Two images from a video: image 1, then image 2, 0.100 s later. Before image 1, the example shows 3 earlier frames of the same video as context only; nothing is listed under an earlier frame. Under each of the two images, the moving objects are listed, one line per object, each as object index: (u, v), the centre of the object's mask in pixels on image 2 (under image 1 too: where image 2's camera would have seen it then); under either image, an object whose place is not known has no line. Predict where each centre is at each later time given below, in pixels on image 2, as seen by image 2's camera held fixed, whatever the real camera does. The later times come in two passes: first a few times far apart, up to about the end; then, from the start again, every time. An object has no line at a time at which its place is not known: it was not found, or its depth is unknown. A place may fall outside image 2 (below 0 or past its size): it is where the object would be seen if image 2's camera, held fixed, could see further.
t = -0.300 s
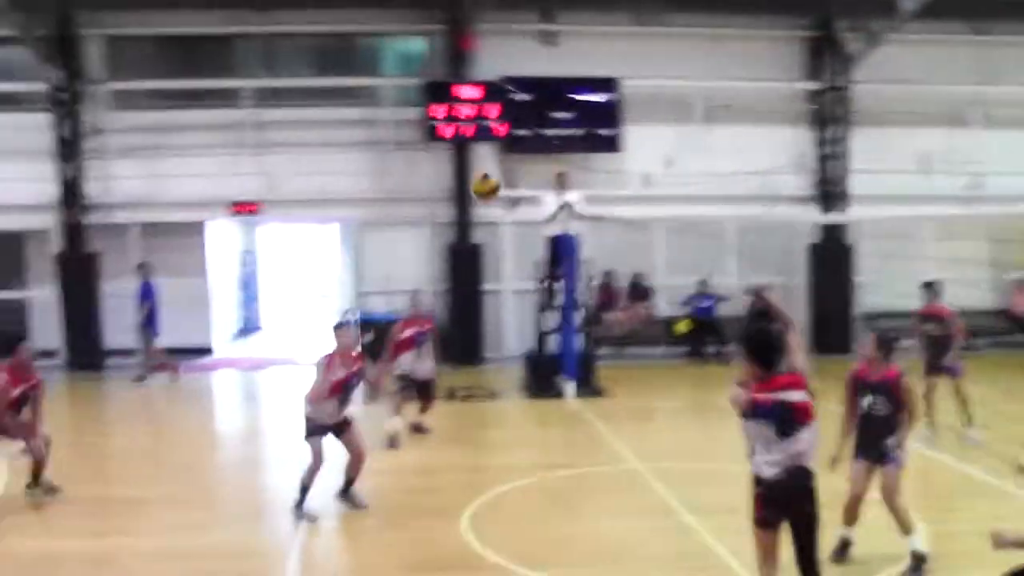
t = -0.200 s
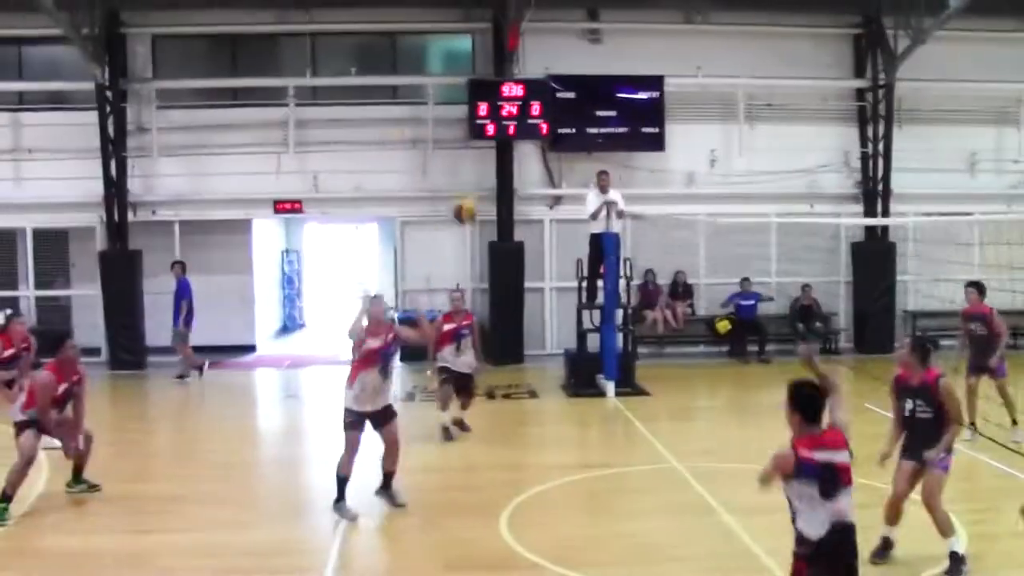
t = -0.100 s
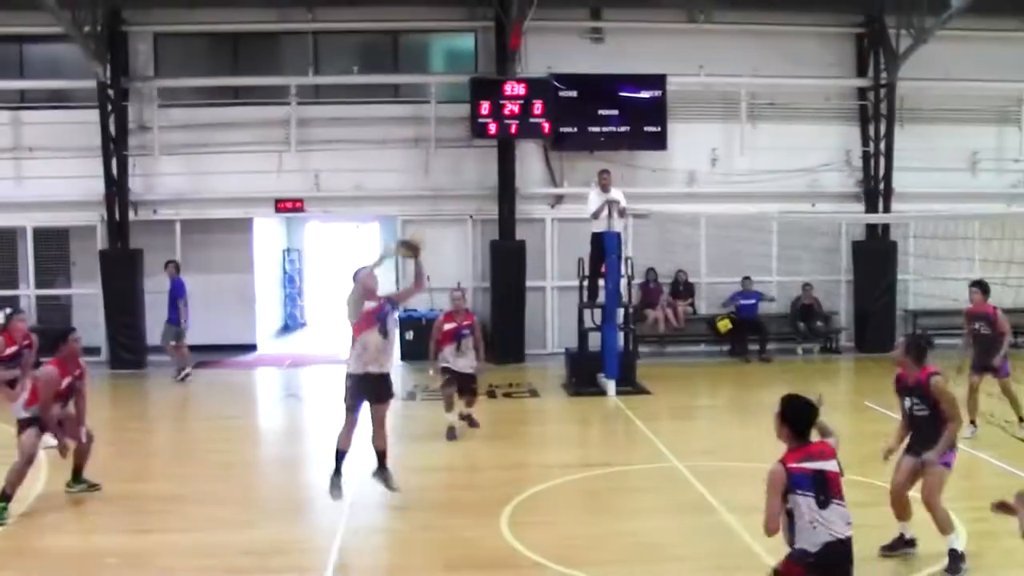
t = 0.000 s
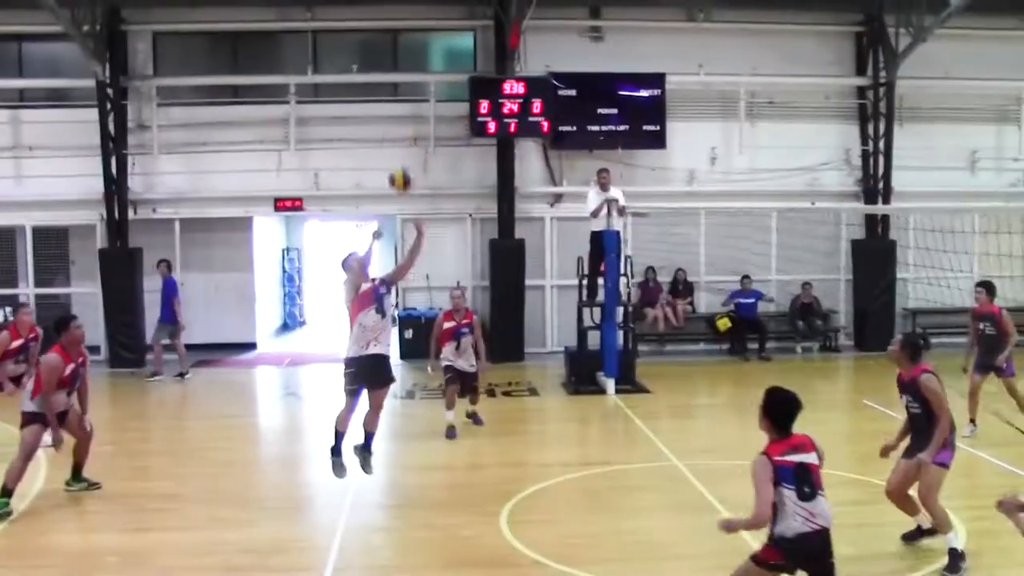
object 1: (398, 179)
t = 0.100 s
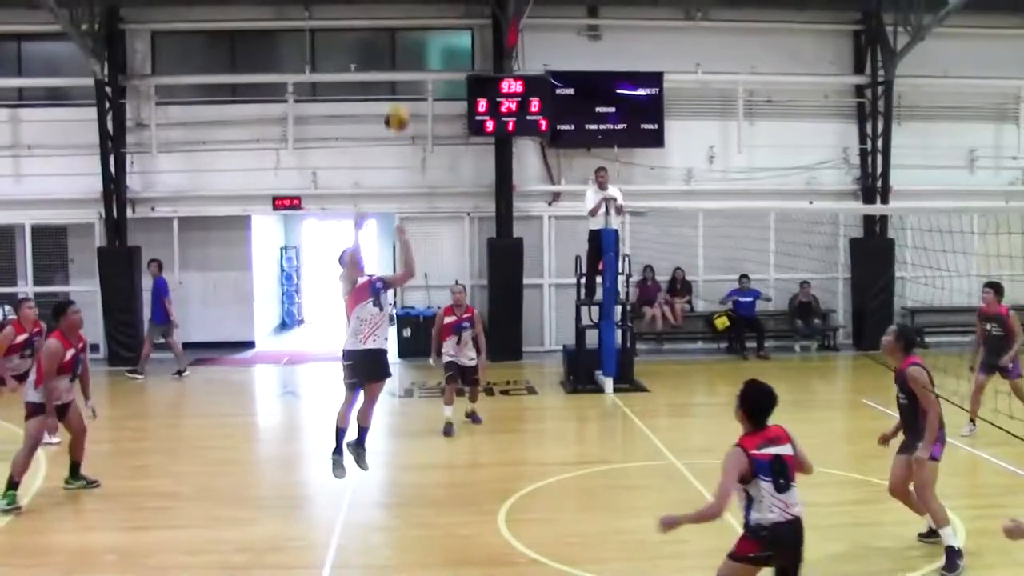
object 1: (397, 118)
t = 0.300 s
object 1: (390, 33)
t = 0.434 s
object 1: (388, 10)
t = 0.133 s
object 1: (396, 99)
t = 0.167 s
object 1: (394, 85)
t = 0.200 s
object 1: (394, 69)
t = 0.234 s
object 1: (392, 55)
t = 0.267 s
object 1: (391, 44)
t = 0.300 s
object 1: (390, 33)
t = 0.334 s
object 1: (389, 24)
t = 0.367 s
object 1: (388, 17)
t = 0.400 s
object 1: (389, 12)
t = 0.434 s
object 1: (388, 10)
